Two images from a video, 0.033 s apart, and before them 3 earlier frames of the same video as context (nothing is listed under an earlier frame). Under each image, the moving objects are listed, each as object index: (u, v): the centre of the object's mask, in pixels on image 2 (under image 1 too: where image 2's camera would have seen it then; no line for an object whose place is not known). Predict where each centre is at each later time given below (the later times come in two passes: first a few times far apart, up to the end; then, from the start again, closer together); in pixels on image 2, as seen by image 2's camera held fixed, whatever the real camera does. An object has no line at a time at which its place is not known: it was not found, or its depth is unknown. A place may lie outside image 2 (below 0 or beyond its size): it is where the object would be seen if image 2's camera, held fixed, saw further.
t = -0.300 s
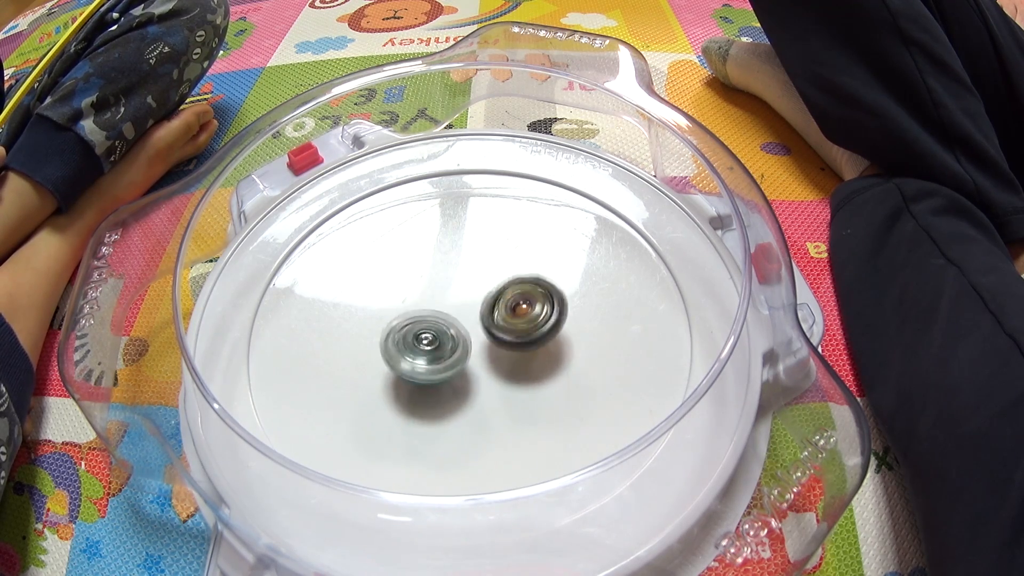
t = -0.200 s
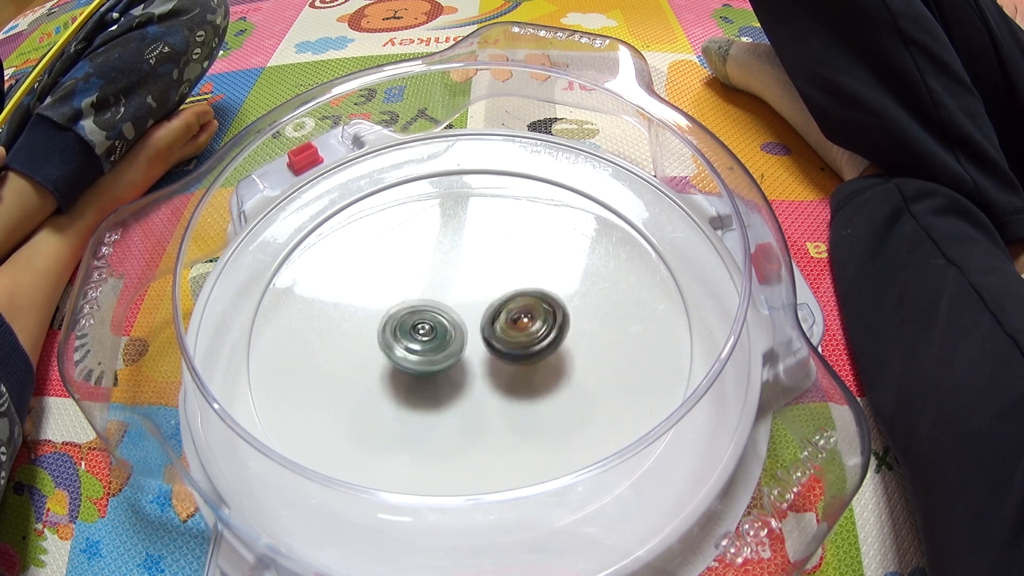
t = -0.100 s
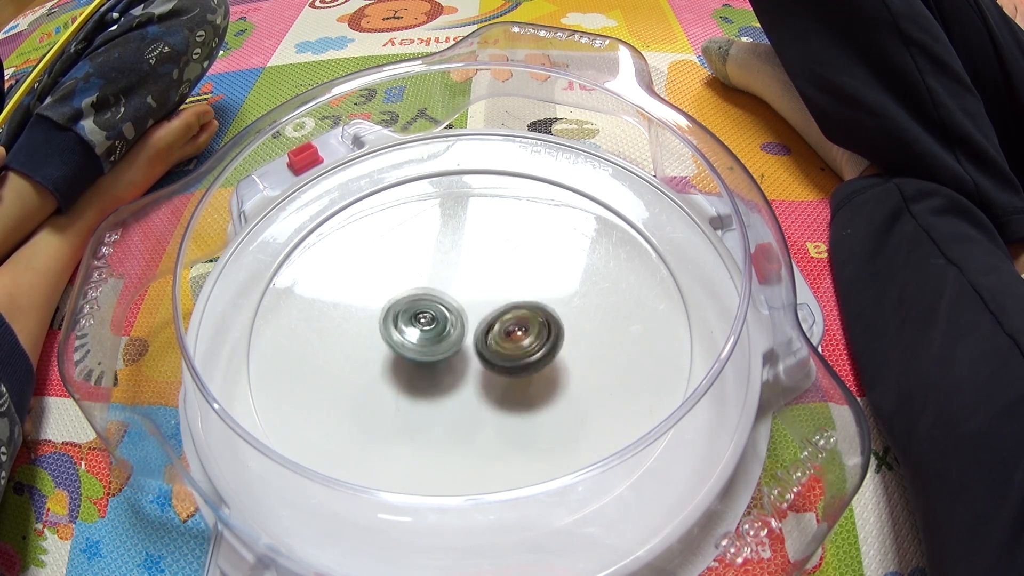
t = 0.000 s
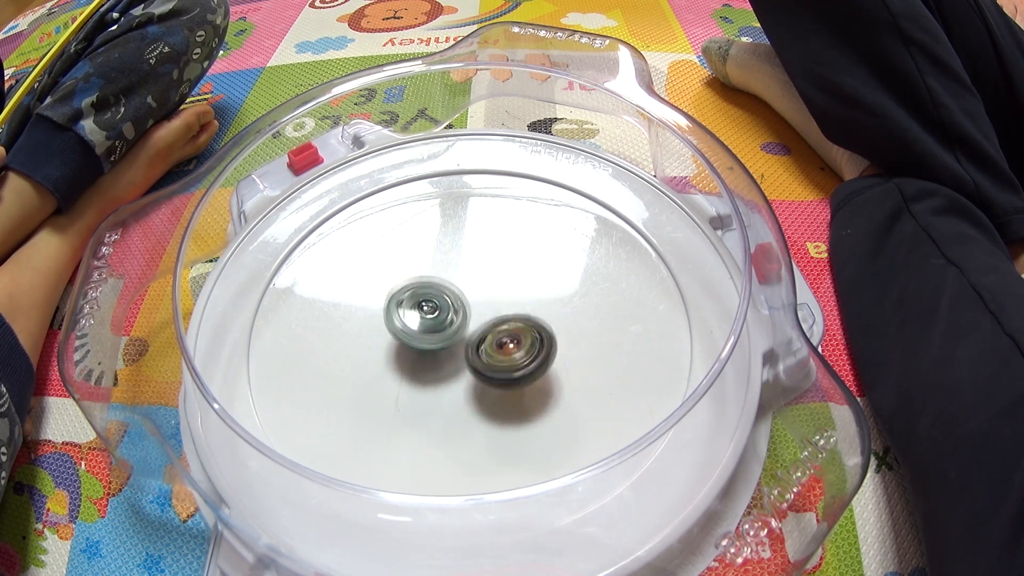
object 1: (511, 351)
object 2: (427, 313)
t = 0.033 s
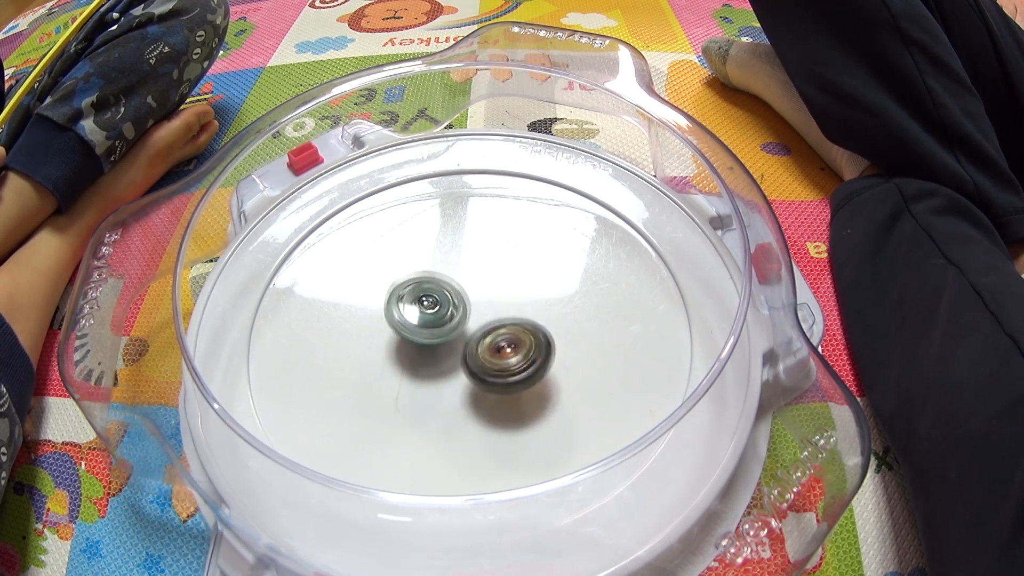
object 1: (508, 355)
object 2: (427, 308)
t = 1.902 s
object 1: (522, 307)
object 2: (406, 344)
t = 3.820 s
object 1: (496, 297)
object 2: (414, 342)
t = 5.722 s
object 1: (456, 281)
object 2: (481, 359)
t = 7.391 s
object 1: (449, 275)
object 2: (468, 351)
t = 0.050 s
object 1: (506, 356)
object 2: (427, 306)
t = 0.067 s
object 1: (504, 358)
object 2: (428, 304)
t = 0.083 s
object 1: (503, 360)
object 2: (429, 302)
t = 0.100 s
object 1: (500, 361)
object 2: (430, 301)
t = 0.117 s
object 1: (498, 362)
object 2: (431, 299)
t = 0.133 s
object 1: (495, 363)
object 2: (433, 298)
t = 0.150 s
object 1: (493, 363)
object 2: (434, 296)
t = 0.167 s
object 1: (490, 364)
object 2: (436, 295)
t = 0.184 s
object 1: (488, 365)
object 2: (437, 293)
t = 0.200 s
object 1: (485, 365)
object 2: (439, 292)
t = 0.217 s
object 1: (482, 366)
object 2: (440, 291)
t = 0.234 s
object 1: (480, 366)
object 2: (442, 290)
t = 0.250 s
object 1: (477, 366)
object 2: (444, 288)
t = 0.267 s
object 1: (475, 367)
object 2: (446, 288)
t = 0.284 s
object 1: (471, 366)
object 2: (448, 287)
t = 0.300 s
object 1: (467, 366)
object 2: (450, 287)
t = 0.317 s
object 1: (465, 365)
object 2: (452, 285)
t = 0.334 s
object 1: (462, 364)
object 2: (454, 286)
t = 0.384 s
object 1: (453, 362)
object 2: (460, 284)
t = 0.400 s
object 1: (450, 361)
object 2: (462, 285)
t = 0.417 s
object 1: (448, 361)
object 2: (465, 284)
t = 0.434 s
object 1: (445, 359)
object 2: (467, 285)
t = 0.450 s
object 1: (442, 357)
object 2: (469, 285)
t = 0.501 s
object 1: (434, 354)
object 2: (477, 285)
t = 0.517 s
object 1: (432, 353)
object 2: (480, 284)
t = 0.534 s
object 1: (429, 351)
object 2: (482, 286)
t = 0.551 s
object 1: (427, 349)
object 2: (484, 285)
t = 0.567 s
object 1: (426, 347)
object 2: (486, 286)
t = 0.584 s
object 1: (424, 345)
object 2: (488, 286)
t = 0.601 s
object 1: (422, 344)
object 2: (490, 287)
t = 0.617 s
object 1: (422, 342)
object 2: (493, 288)
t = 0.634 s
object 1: (420, 340)
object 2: (494, 289)
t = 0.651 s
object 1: (419, 338)
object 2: (496, 290)
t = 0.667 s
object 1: (417, 336)
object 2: (497, 291)
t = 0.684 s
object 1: (417, 334)
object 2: (499, 292)
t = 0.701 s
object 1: (417, 331)
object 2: (500, 293)
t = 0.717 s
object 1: (416, 329)
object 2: (502, 294)
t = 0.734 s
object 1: (416, 327)
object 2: (503, 296)
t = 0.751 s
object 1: (416, 325)
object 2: (505, 297)
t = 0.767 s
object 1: (416, 324)
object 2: (505, 299)
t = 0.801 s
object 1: (416, 320)
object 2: (507, 302)
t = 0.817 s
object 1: (417, 317)
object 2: (508, 303)
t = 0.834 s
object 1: (417, 316)
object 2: (508, 305)
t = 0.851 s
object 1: (417, 313)
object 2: (509, 307)
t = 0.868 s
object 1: (418, 311)
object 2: (509, 309)
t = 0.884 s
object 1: (419, 309)
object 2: (510, 311)
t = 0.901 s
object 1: (419, 307)
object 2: (510, 313)
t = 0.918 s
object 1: (420, 305)
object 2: (511, 315)
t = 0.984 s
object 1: (425, 298)
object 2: (511, 321)
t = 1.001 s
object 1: (426, 296)
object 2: (510, 323)
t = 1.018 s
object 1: (427, 295)
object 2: (510, 325)
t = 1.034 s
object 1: (429, 292)
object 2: (509, 326)
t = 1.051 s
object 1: (430, 291)
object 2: (508, 328)
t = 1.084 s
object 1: (434, 288)
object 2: (506, 331)
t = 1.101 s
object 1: (436, 286)
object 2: (504, 332)
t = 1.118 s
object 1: (437, 284)
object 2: (504, 335)
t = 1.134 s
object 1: (438, 281)
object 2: (504, 338)
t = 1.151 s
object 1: (440, 280)
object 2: (502, 342)
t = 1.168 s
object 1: (441, 279)
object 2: (501, 344)
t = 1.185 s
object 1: (444, 277)
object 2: (499, 346)
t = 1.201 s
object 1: (445, 277)
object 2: (498, 348)
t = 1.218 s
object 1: (447, 275)
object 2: (496, 349)
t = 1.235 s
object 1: (450, 275)
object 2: (495, 351)
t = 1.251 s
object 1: (452, 275)
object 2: (493, 353)
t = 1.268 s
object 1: (454, 274)
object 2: (492, 354)
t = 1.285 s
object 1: (457, 274)
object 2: (490, 355)
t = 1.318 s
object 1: (461, 274)
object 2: (486, 357)
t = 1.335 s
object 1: (463, 274)
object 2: (484, 358)
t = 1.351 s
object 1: (465, 275)
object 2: (481, 359)
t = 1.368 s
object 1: (467, 275)
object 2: (479, 359)
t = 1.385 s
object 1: (470, 275)
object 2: (477, 360)
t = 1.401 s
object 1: (471, 276)
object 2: (475, 360)
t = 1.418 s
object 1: (474, 276)
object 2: (472, 360)
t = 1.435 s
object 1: (476, 277)
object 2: (470, 360)
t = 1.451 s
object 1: (478, 278)
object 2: (467, 360)
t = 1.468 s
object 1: (480, 279)
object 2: (465, 359)
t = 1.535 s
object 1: (489, 283)
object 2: (456, 357)
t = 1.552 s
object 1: (490, 285)
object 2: (454, 355)
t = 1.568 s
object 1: (492, 286)
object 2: (452, 355)
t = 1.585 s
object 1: (496, 285)
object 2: (445, 357)
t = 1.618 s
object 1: (505, 282)
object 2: (431, 362)
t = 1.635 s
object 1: (509, 282)
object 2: (425, 363)
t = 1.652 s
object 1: (511, 283)
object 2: (422, 363)
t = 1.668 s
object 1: (514, 284)
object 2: (419, 362)
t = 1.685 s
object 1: (515, 285)
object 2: (418, 362)
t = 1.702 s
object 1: (517, 286)
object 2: (416, 361)
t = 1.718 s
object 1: (518, 287)
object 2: (414, 360)
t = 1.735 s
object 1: (519, 289)
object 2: (413, 359)
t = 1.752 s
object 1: (520, 290)
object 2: (411, 358)
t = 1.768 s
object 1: (521, 292)
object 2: (410, 357)
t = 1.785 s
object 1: (522, 294)
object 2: (409, 355)
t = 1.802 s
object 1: (523, 296)
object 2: (408, 354)
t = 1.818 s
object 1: (523, 297)
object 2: (407, 353)
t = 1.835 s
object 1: (523, 299)
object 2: (407, 351)
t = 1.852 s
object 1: (523, 301)
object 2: (406, 349)
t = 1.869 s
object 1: (523, 303)
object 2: (407, 348)
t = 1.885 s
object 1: (522, 304)
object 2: (406, 346)
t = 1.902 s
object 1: (522, 307)
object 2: (406, 344)
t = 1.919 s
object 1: (521, 308)
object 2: (407, 343)
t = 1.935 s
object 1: (520, 310)
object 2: (407, 340)
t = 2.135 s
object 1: (507, 333)
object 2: (418, 314)
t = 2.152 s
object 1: (506, 334)
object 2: (419, 311)
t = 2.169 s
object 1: (505, 336)
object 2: (421, 310)
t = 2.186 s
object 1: (507, 339)
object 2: (421, 305)
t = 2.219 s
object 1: (509, 344)
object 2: (421, 299)
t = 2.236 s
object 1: (509, 347)
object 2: (422, 296)
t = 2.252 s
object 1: (508, 348)
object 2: (423, 295)
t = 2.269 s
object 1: (507, 350)
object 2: (425, 293)
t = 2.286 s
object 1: (506, 351)
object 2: (428, 293)
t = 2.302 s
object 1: (505, 353)
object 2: (430, 291)
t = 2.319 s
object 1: (503, 354)
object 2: (433, 289)
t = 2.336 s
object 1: (501, 356)
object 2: (435, 288)
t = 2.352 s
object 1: (499, 356)
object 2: (438, 287)
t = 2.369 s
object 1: (498, 357)
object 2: (441, 286)
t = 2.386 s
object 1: (496, 358)
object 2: (443, 285)
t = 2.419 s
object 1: (492, 359)
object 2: (449, 284)
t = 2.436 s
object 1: (490, 360)
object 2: (453, 283)
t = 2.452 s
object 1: (487, 360)
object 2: (455, 283)
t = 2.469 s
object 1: (485, 360)
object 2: (459, 283)
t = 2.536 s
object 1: (476, 358)
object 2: (471, 284)
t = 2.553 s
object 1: (472, 358)
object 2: (475, 285)
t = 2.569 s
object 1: (470, 358)
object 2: (478, 284)
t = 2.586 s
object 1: (466, 359)
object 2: (481, 283)
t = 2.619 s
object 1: (459, 359)
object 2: (488, 282)
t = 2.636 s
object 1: (457, 358)
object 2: (492, 282)
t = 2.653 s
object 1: (454, 358)
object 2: (495, 283)
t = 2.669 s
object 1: (452, 357)
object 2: (499, 282)
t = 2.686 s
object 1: (450, 356)
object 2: (501, 284)
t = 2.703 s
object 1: (448, 355)
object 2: (504, 284)
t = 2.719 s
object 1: (446, 353)
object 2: (506, 286)
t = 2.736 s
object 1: (444, 352)
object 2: (508, 287)
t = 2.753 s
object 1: (443, 351)
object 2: (510, 288)
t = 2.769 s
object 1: (441, 349)
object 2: (512, 289)
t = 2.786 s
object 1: (440, 348)
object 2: (514, 291)
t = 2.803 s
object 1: (438, 346)
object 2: (515, 293)
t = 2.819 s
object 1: (437, 345)
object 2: (516, 294)
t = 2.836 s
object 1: (436, 343)
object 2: (517, 296)
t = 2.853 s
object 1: (436, 341)
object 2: (518, 297)
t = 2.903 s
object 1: (433, 335)
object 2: (520, 302)
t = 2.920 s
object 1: (433, 333)
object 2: (521, 304)
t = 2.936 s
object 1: (432, 331)
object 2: (521, 305)
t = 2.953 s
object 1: (432, 328)
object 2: (521, 307)
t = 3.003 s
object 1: (427, 322)
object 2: (526, 313)
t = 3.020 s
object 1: (425, 320)
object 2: (528, 315)
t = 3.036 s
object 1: (424, 318)
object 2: (530, 316)
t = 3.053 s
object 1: (424, 316)
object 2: (529, 319)
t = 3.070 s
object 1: (424, 314)
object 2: (530, 320)
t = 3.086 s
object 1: (425, 313)
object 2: (529, 323)
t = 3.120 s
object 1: (426, 310)
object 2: (527, 326)
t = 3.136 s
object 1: (426, 308)
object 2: (526, 328)
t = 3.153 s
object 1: (427, 306)
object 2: (525, 329)
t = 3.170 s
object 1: (428, 304)
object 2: (523, 331)
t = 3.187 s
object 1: (430, 303)
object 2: (521, 333)
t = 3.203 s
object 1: (430, 301)
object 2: (520, 335)
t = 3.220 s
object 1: (432, 300)
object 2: (518, 335)
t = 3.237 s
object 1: (433, 298)
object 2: (515, 337)
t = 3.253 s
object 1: (434, 297)
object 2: (512, 339)
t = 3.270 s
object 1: (436, 296)
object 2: (509, 341)
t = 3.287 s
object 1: (437, 295)
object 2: (506, 343)
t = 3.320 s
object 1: (440, 292)
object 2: (501, 348)
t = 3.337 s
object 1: (441, 290)
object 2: (498, 351)
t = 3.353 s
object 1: (443, 287)
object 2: (495, 352)
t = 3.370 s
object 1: (445, 287)
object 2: (493, 354)
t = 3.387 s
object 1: (448, 286)
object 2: (490, 355)
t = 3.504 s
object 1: (462, 284)
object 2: (464, 360)
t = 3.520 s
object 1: (464, 282)
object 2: (459, 362)
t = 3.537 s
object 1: (467, 282)
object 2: (456, 363)
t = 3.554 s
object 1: (469, 282)
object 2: (453, 363)
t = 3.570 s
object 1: (472, 281)
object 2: (448, 363)
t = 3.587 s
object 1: (473, 282)
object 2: (446, 363)
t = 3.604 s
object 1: (476, 282)
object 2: (442, 362)
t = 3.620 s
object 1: (478, 283)
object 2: (438, 361)
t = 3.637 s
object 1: (479, 283)
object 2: (436, 360)
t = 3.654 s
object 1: (482, 284)
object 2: (432, 359)
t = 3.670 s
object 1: (483, 285)
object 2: (429, 358)
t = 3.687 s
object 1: (486, 286)
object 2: (427, 356)
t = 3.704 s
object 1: (487, 286)
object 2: (424, 355)
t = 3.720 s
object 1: (490, 287)
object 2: (423, 353)
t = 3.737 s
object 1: (491, 289)
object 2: (420, 351)
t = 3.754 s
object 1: (493, 290)
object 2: (418, 349)
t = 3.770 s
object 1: (494, 292)
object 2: (418, 348)
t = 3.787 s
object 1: (495, 293)
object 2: (416, 346)
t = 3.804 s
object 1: (496, 295)
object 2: (414, 343)
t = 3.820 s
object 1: (496, 297)
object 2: (414, 342)
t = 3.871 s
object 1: (499, 302)
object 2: (413, 335)
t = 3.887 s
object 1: (498, 304)
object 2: (413, 332)
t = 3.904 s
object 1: (499, 306)
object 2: (414, 329)
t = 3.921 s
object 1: (502, 308)
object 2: (412, 328)
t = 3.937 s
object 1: (506, 309)
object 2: (407, 325)
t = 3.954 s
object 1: (510, 312)
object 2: (405, 322)
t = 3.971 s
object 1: (512, 314)
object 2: (403, 321)
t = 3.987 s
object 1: (514, 316)
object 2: (402, 318)
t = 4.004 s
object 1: (514, 318)
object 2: (403, 316)
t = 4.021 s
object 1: (514, 319)
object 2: (403, 314)
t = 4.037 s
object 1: (514, 321)
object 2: (403, 311)
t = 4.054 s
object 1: (514, 323)
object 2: (404, 309)
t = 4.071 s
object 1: (514, 325)
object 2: (405, 307)
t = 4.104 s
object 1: (513, 328)
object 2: (409, 303)
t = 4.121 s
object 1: (512, 330)
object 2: (410, 301)
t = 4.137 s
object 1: (511, 331)
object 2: (412, 299)
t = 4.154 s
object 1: (509, 333)
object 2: (414, 298)
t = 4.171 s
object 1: (508, 334)
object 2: (416, 295)
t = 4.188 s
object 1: (506, 336)
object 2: (419, 294)
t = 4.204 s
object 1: (505, 337)
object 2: (421, 293)
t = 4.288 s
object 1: (494, 342)
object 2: (436, 288)
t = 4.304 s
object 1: (492, 344)
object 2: (440, 287)
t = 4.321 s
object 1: (490, 345)
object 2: (444, 284)
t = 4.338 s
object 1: (489, 349)
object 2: (446, 279)
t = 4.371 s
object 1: (485, 353)
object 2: (450, 272)
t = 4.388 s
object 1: (484, 354)
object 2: (453, 270)
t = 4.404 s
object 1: (480, 354)
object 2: (455, 269)
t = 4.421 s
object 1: (478, 354)
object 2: (458, 267)
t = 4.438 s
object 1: (476, 354)
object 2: (461, 266)
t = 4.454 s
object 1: (473, 353)
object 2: (463, 266)
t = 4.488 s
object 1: (469, 351)
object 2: (469, 266)
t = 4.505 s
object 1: (467, 350)
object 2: (471, 266)
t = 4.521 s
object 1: (464, 349)
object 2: (473, 266)
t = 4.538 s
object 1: (463, 348)
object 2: (476, 267)
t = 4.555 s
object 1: (459, 348)
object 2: (478, 268)
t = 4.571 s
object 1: (458, 346)
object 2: (480, 268)
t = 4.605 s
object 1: (454, 343)
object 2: (485, 271)
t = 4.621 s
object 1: (453, 341)
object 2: (488, 273)
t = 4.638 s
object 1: (449, 340)
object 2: (491, 274)
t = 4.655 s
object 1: (441, 344)
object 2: (499, 269)
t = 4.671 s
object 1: (432, 348)
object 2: (508, 264)
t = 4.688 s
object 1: (425, 352)
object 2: (514, 262)
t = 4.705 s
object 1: (419, 355)
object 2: (520, 259)
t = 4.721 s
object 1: (412, 358)
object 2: (525, 258)
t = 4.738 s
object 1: (409, 359)
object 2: (529, 257)
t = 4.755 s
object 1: (405, 360)
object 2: (531, 258)
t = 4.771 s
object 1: (402, 359)
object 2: (533, 258)
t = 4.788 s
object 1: (402, 359)
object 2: (535, 260)
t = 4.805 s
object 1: (401, 358)
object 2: (535, 262)
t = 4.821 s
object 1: (401, 356)
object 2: (537, 264)
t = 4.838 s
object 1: (401, 356)
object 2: (538, 266)
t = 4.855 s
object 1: (400, 355)
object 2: (538, 269)
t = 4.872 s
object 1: (401, 353)
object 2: (538, 272)
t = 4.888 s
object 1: (401, 351)
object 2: (539, 273)
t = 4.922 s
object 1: (403, 349)
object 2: (537, 281)
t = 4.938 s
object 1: (403, 348)
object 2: (538, 283)
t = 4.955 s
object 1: (405, 346)
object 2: (537, 287)
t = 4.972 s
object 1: (406, 345)
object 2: (536, 291)
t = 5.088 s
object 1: (420, 337)
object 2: (522, 323)
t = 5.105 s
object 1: (422, 336)
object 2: (518, 327)
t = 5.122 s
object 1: (423, 335)
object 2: (516, 332)
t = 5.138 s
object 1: (420, 332)
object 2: (519, 335)
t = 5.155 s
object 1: (417, 329)
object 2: (522, 340)
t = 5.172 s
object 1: (414, 327)
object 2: (524, 344)
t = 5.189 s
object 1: (414, 325)
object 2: (526, 346)
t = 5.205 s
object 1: (415, 324)
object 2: (525, 350)
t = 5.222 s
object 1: (417, 322)
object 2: (523, 352)
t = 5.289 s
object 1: (426, 321)
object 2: (515, 356)
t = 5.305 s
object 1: (427, 320)
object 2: (512, 356)
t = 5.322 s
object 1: (429, 321)
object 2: (510, 357)
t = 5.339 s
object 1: (430, 317)
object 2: (508, 359)
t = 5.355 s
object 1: (429, 315)
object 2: (507, 361)
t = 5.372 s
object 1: (430, 313)
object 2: (507, 362)
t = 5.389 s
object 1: (432, 312)
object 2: (504, 362)
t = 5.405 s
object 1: (434, 312)
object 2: (502, 362)
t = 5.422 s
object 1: (436, 310)
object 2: (501, 363)
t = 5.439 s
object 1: (435, 304)
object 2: (503, 367)
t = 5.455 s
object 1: (436, 300)
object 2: (503, 370)
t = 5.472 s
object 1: (436, 296)
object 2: (503, 373)
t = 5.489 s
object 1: (437, 294)
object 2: (502, 374)
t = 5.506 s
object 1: (440, 292)
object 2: (500, 374)
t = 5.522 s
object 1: (441, 292)
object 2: (498, 373)
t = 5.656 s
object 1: (452, 289)
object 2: (485, 360)
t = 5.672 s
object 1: (453, 289)
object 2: (484, 357)
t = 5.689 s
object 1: (453, 286)
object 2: (483, 358)
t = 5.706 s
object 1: (455, 283)
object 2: (481, 359)
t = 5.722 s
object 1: (456, 281)
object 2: (481, 359)
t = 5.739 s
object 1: (457, 279)
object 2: (480, 360)
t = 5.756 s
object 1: (460, 279)
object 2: (479, 359)
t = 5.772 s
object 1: (461, 280)
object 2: (477, 358)
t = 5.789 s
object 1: (462, 280)
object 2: (478, 356)
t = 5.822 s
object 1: (464, 281)
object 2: (481, 354)
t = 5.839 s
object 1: (465, 282)
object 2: (481, 353)
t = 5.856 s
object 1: (466, 281)
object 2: (481, 354)
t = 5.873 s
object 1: (468, 278)
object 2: (479, 358)
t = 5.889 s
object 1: (471, 275)
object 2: (478, 361)
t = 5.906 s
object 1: (473, 274)
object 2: (476, 363)
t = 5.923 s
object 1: (475, 273)
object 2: (474, 366)
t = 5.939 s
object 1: (476, 274)
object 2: (472, 365)
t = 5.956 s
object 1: (478, 274)
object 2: (470, 365)
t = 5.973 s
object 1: (479, 276)
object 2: (468, 362)
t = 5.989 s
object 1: (478, 277)
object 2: (468, 361)
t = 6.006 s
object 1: (479, 278)
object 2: (468, 360)
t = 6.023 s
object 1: (479, 280)
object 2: (469, 359)
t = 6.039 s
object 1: (478, 282)
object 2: (470, 358)
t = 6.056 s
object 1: (478, 282)
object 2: (472, 357)
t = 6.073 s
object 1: (479, 283)
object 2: (473, 357)
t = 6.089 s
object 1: (479, 283)
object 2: (475, 357)
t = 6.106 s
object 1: (479, 283)
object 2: (473, 358)
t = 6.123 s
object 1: (480, 284)
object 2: (472, 358)
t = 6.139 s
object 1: (483, 279)
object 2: (467, 365)
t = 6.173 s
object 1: (487, 269)
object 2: (458, 375)
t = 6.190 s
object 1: (490, 266)
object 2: (454, 379)
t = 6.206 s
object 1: (490, 264)
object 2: (450, 382)
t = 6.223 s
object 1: (492, 262)
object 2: (446, 384)
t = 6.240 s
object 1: (492, 262)
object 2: (444, 384)
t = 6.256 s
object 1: (492, 262)
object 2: (443, 385)
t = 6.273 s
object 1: (491, 263)
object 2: (443, 383)
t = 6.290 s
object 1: (490, 262)
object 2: (442, 382)
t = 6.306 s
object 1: (489, 263)
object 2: (440, 381)
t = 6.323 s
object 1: (489, 262)
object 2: (439, 380)
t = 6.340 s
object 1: (489, 262)
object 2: (438, 378)
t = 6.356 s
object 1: (489, 263)
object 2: (437, 376)
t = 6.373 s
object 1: (489, 263)
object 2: (437, 374)
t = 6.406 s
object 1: (488, 265)
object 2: (437, 369)
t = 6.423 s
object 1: (488, 266)
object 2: (436, 367)
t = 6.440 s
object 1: (487, 267)
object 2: (438, 364)
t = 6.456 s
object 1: (486, 269)
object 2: (438, 363)
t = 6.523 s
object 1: (482, 271)
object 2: (443, 352)
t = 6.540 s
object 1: (481, 271)
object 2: (444, 350)
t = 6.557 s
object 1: (480, 273)
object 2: (447, 347)
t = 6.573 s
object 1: (479, 273)
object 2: (448, 343)
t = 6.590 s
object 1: (478, 272)
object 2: (450, 341)
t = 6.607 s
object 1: (482, 269)
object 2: (446, 345)
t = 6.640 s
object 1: (487, 263)
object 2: (440, 347)
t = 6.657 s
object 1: (488, 262)
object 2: (439, 347)
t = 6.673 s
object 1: (490, 261)
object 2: (439, 347)
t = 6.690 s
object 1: (491, 262)
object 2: (438, 348)
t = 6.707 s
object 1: (490, 262)
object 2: (438, 348)
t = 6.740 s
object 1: (488, 264)
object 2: (437, 350)
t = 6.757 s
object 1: (487, 264)
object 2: (436, 350)
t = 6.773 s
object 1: (485, 265)
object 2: (436, 350)
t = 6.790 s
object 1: (485, 264)
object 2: (436, 351)
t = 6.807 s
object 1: (484, 264)
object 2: (436, 350)
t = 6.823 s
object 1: (484, 264)
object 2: (437, 350)
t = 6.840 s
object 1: (483, 265)
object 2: (438, 350)
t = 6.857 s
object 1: (483, 265)
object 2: (439, 349)
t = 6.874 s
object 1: (483, 266)
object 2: (441, 349)
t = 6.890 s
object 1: (483, 267)
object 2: (444, 349)
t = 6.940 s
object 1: (480, 269)
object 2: (447, 351)
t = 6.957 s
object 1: (479, 270)
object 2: (448, 352)
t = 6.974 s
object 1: (477, 271)
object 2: (450, 351)
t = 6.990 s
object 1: (476, 271)
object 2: (450, 350)
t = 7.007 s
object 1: (475, 271)
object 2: (450, 348)
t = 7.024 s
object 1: (474, 272)
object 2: (453, 345)
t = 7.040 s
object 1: (474, 272)
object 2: (455, 344)
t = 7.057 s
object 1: (472, 273)
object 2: (458, 344)
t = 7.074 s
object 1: (472, 273)
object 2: (460, 343)
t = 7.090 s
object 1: (470, 274)
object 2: (461, 345)
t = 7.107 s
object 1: (469, 274)
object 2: (462, 346)
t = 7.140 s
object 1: (466, 274)
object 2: (464, 350)
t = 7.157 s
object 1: (465, 276)
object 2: (465, 350)
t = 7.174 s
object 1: (463, 275)
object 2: (465, 351)
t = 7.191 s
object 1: (461, 276)
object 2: (466, 352)
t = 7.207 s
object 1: (461, 275)
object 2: (465, 353)
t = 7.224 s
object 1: (460, 276)
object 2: (466, 352)
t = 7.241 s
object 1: (459, 275)
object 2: (466, 353)
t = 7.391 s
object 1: (449, 275)
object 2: (468, 351)
